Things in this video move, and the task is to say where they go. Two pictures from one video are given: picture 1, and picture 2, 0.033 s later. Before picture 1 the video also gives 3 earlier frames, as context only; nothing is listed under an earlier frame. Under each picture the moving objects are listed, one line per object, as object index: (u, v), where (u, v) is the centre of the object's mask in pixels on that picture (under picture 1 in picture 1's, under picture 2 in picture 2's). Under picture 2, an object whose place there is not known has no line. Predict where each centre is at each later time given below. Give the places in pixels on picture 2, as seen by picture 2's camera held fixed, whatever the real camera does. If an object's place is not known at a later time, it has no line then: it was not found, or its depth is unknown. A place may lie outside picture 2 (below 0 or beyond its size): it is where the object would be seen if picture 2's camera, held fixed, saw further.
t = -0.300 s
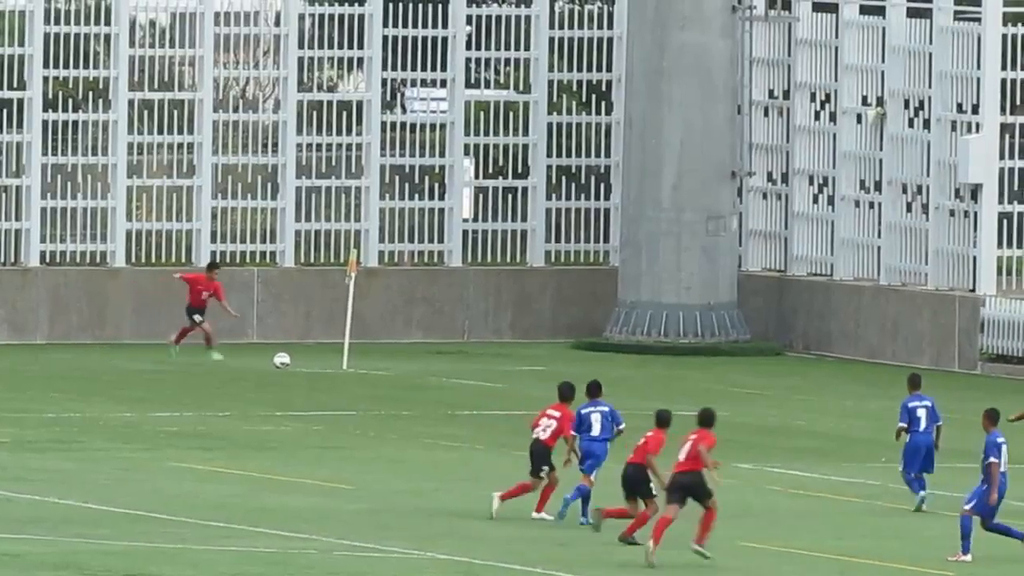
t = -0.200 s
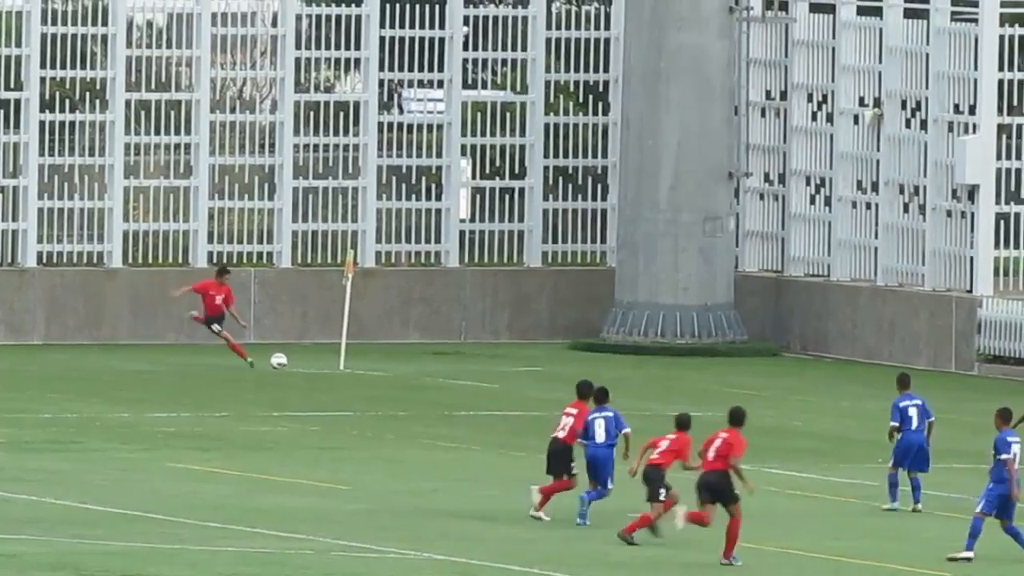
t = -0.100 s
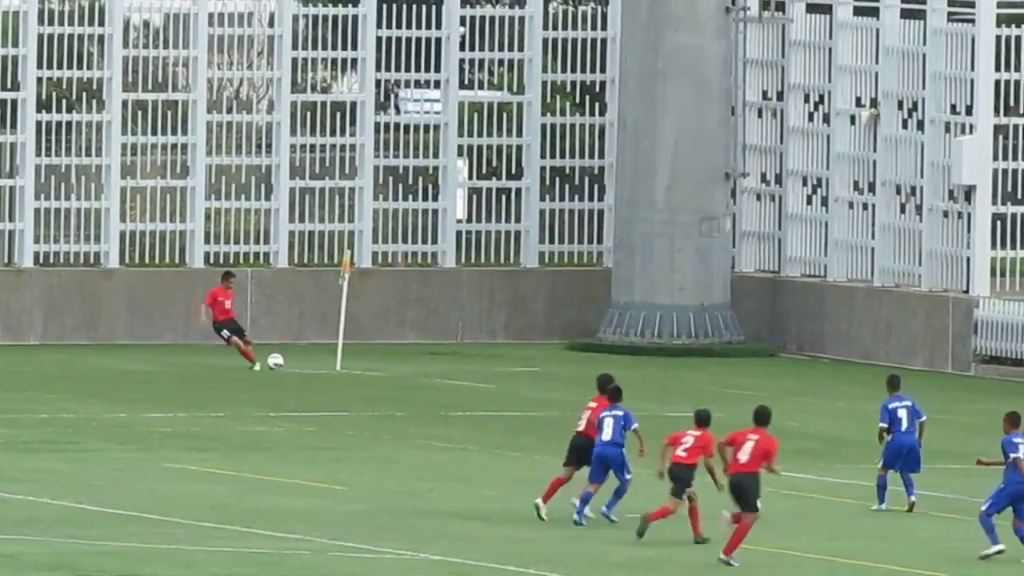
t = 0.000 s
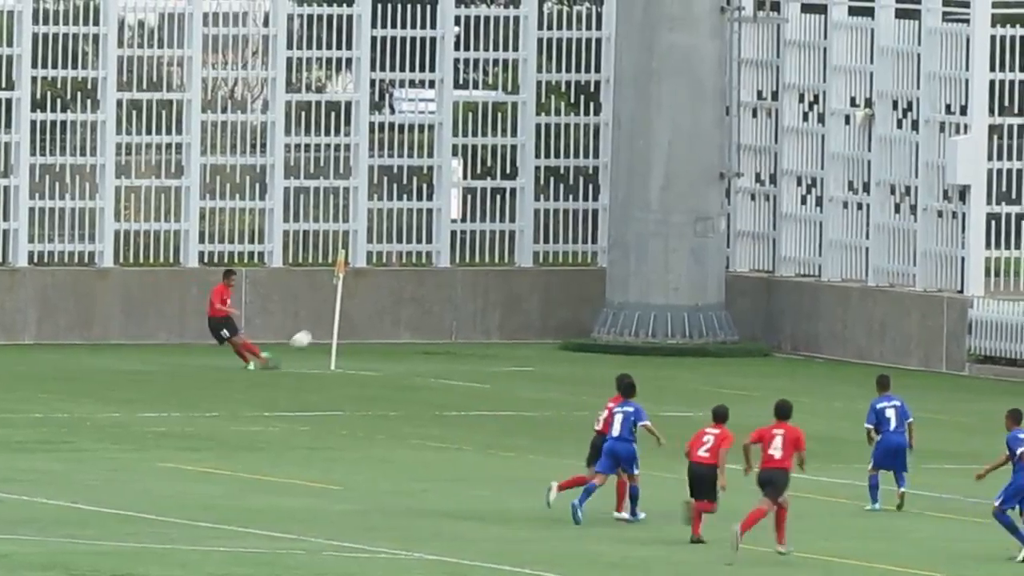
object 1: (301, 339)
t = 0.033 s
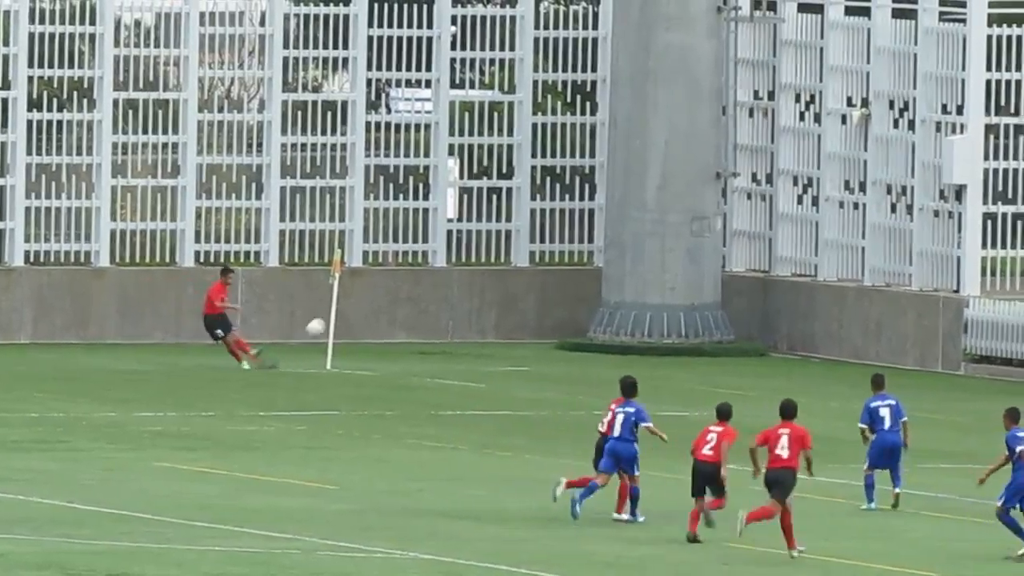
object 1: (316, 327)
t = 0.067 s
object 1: (334, 315)
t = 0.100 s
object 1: (351, 303)
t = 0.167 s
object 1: (388, 281)
